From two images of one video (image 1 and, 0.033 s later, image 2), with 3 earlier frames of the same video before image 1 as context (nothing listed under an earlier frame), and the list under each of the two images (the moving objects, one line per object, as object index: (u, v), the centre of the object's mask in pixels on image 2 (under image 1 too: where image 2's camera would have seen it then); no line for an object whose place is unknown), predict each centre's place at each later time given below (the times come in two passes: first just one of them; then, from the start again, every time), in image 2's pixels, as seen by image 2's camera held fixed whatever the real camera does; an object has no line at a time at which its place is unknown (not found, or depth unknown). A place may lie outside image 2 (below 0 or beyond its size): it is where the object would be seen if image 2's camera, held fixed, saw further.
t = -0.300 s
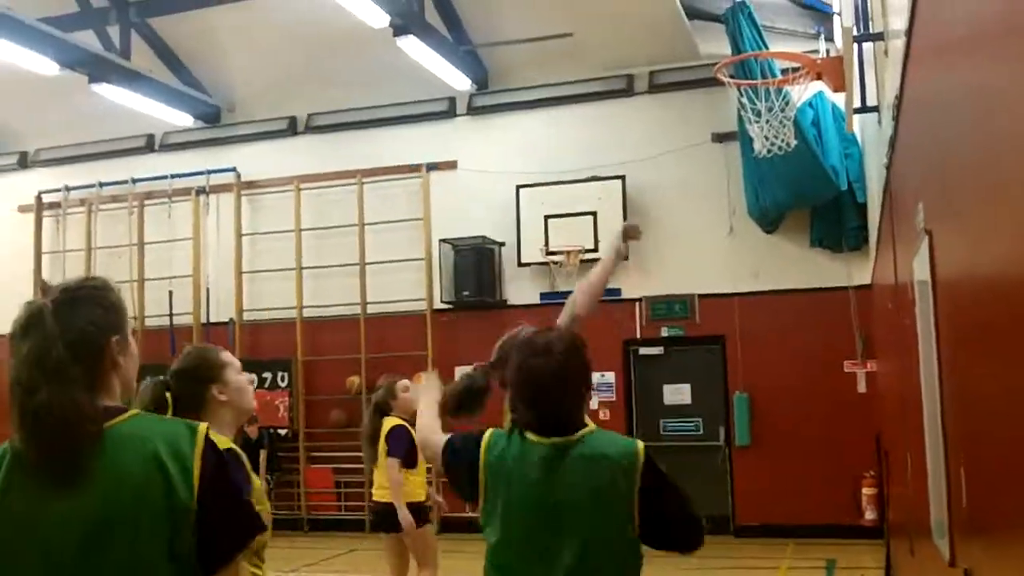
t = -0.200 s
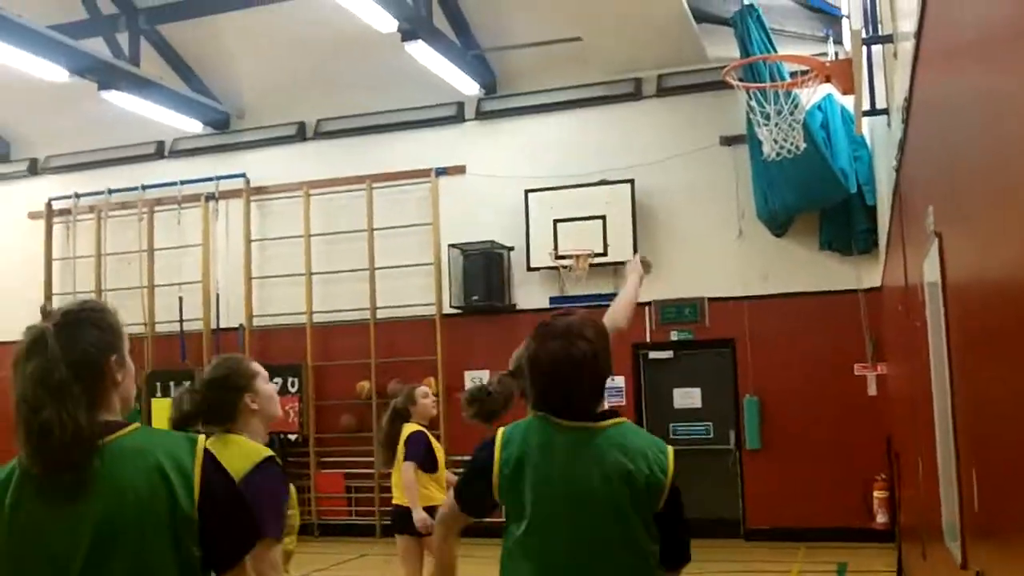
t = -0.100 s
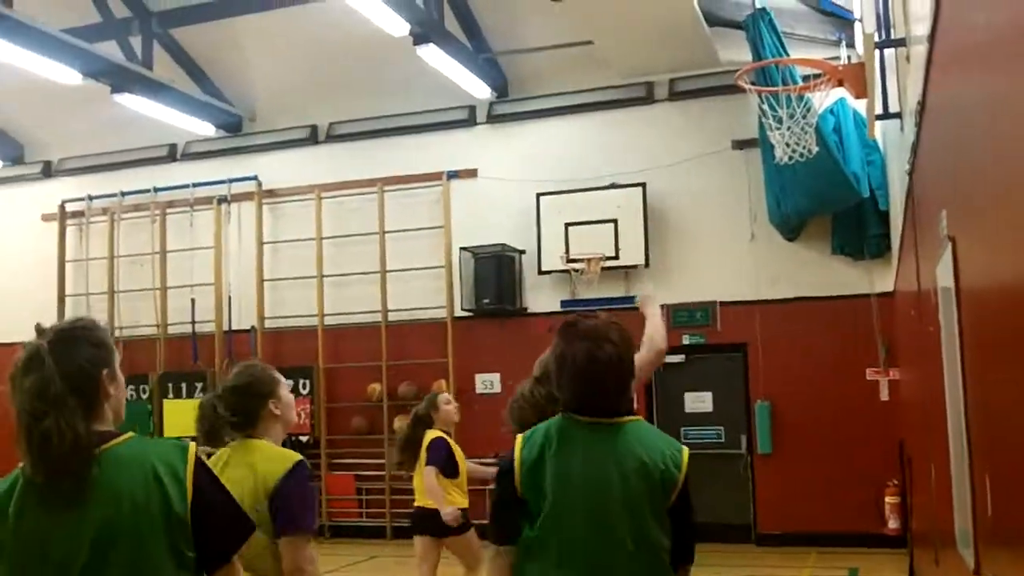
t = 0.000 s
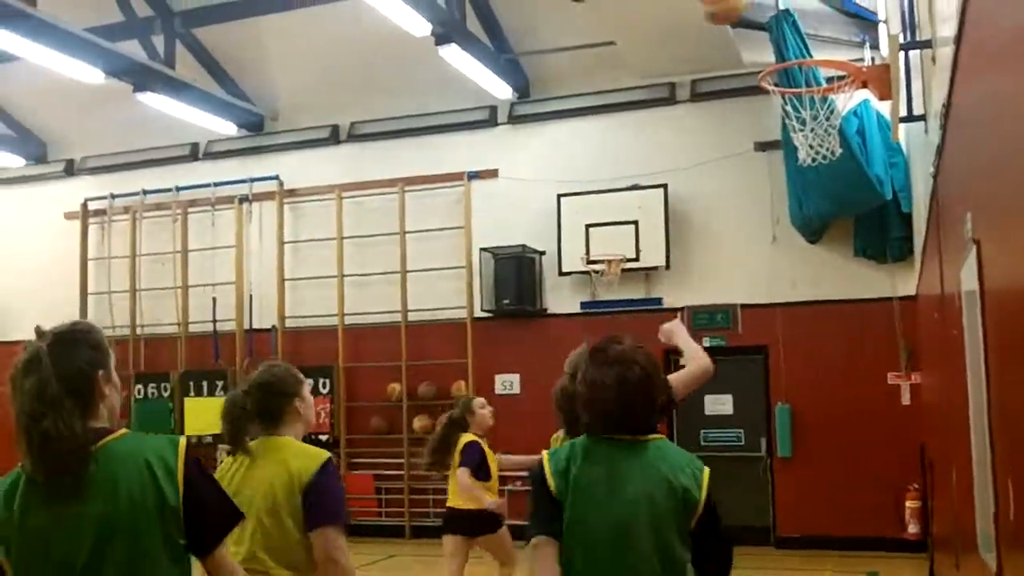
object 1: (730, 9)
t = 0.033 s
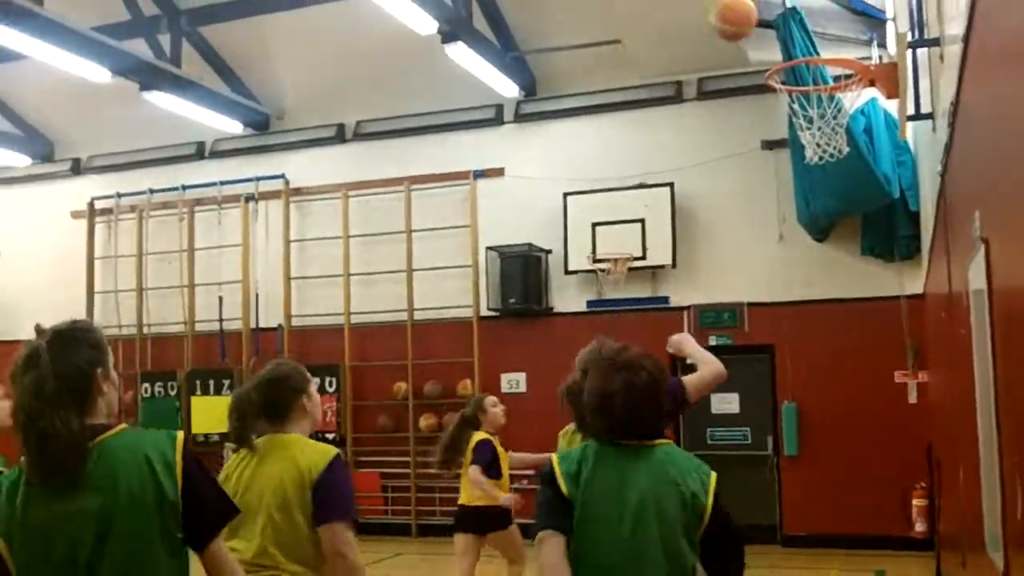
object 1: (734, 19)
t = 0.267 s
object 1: (759, 177)
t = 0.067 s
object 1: (737, 37)
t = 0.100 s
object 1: (742, 57)
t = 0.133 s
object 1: (746, 79)
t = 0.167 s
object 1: (749, 103)
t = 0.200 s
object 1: (754, 128)
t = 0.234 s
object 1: (756, 152)
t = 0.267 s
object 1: (759, 177)
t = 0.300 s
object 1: (762, 204)
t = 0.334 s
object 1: (765, 230)
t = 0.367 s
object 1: (768, 256)
